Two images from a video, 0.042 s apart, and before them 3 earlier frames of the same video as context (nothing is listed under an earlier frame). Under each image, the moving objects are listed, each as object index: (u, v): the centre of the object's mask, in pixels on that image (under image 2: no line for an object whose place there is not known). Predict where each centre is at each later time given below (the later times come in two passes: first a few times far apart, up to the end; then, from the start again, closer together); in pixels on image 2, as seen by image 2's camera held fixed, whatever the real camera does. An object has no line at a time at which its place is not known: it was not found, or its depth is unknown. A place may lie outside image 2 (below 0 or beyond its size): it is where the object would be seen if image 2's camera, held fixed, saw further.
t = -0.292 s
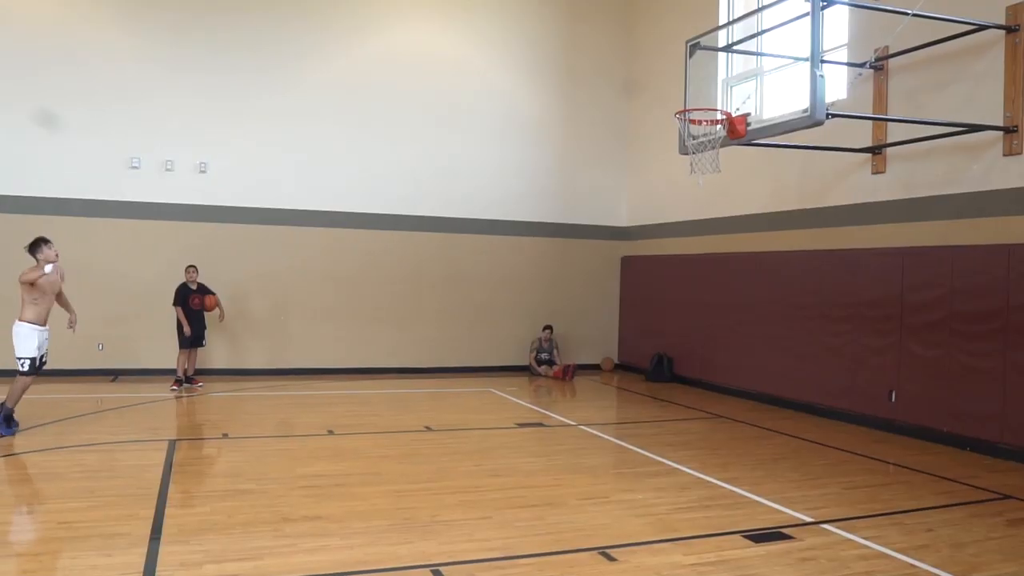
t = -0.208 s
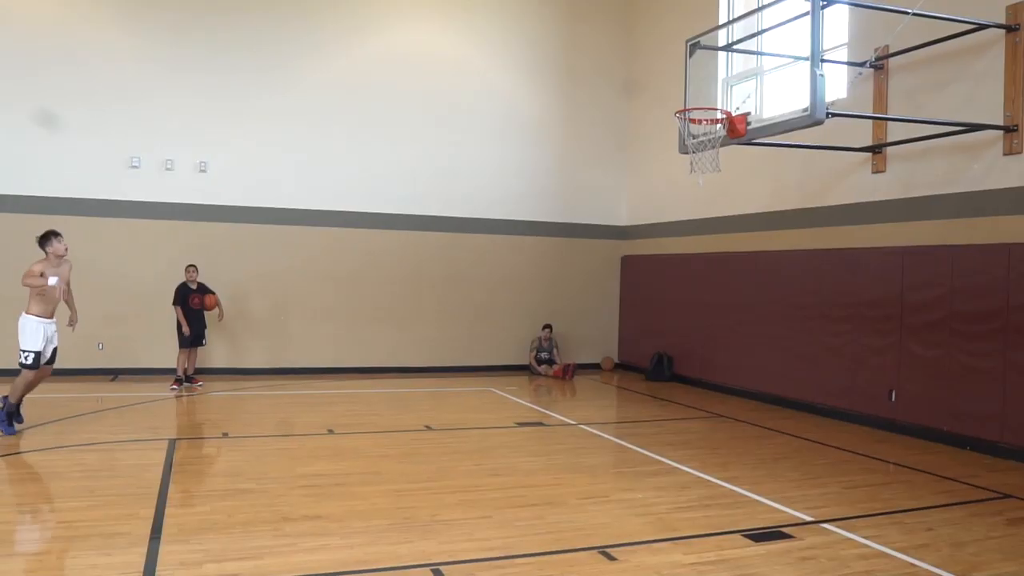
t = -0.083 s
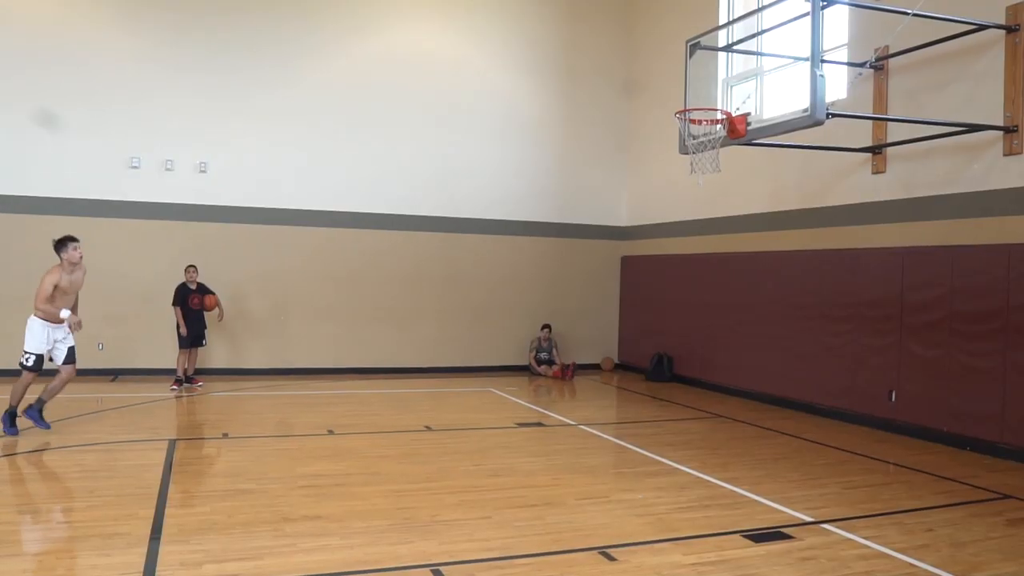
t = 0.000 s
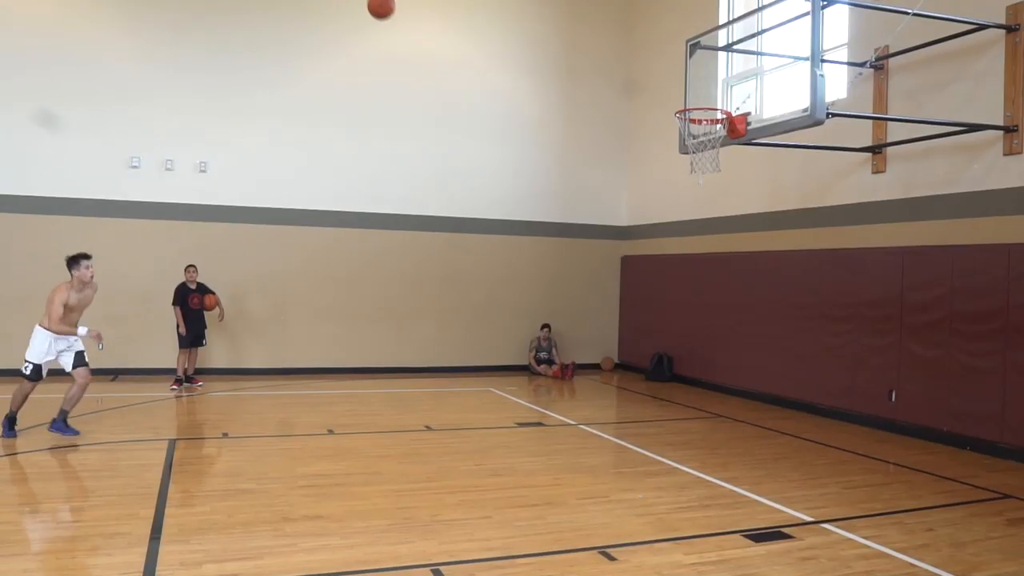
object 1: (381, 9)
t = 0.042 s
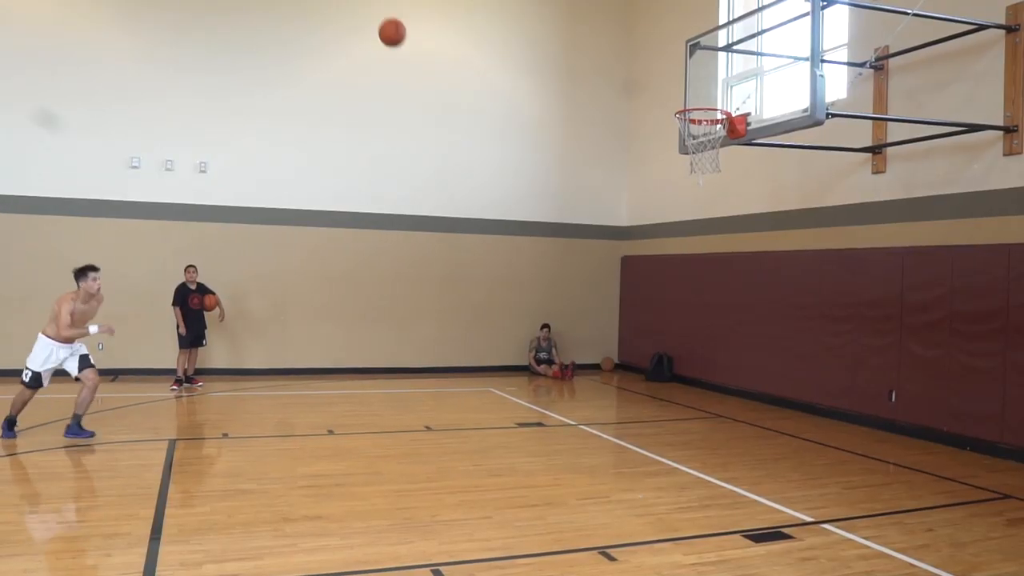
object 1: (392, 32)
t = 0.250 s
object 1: (449, 201)
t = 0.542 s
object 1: (518, 399)
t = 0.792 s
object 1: (538, 224)
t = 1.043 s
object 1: (558, 123)
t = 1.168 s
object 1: (568, 100)
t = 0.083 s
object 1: (403, 61)
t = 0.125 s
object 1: (414, 93)
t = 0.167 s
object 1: (425, 127)
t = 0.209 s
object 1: (437, 163)
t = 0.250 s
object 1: (449, 201)
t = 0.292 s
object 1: (460, 242)
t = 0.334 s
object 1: (471, 285)
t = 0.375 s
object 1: (483, 330)
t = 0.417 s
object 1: (495, 377)
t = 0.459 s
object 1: (507, 425)
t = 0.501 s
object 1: (514, 434)
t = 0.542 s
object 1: (518, 399)
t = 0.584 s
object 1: (521, 365)
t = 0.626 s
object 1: (524, 333)
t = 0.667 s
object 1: (528, 303)
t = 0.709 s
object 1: (531, 275)
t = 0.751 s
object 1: (535, 249)
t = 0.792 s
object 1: (538, 224)
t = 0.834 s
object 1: (542, 202)
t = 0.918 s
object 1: (548, 164)
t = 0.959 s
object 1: (552, 149)
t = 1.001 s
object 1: (555, 135)
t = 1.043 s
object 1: (558, 123)
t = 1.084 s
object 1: (562, 113)
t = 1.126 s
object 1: (565, 105)
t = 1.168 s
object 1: (568, 100)
